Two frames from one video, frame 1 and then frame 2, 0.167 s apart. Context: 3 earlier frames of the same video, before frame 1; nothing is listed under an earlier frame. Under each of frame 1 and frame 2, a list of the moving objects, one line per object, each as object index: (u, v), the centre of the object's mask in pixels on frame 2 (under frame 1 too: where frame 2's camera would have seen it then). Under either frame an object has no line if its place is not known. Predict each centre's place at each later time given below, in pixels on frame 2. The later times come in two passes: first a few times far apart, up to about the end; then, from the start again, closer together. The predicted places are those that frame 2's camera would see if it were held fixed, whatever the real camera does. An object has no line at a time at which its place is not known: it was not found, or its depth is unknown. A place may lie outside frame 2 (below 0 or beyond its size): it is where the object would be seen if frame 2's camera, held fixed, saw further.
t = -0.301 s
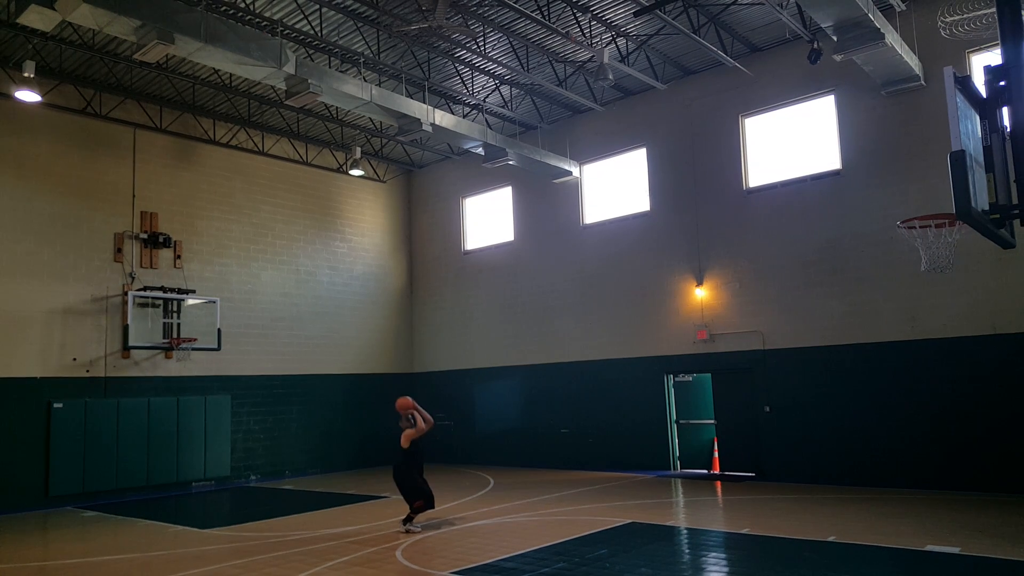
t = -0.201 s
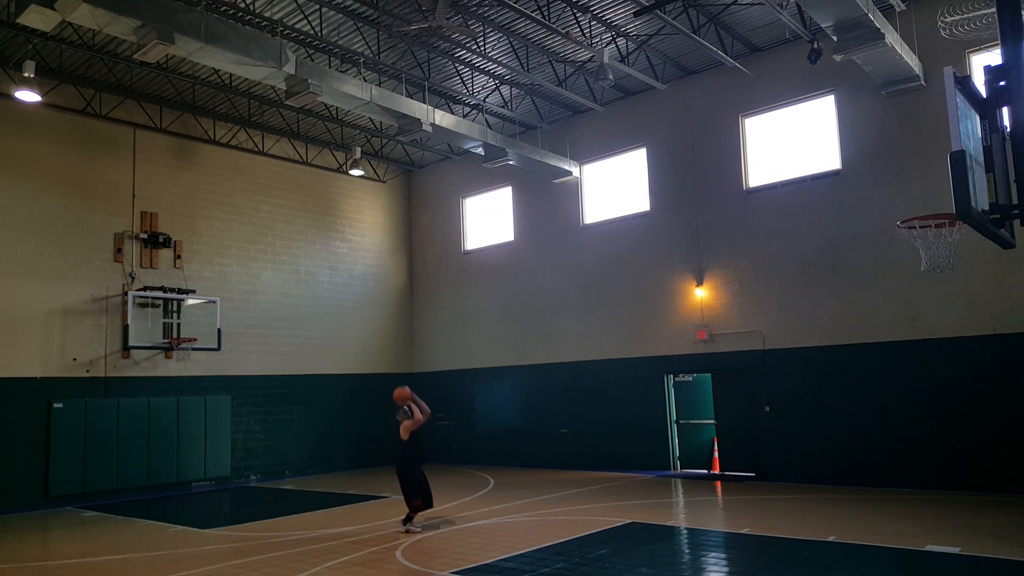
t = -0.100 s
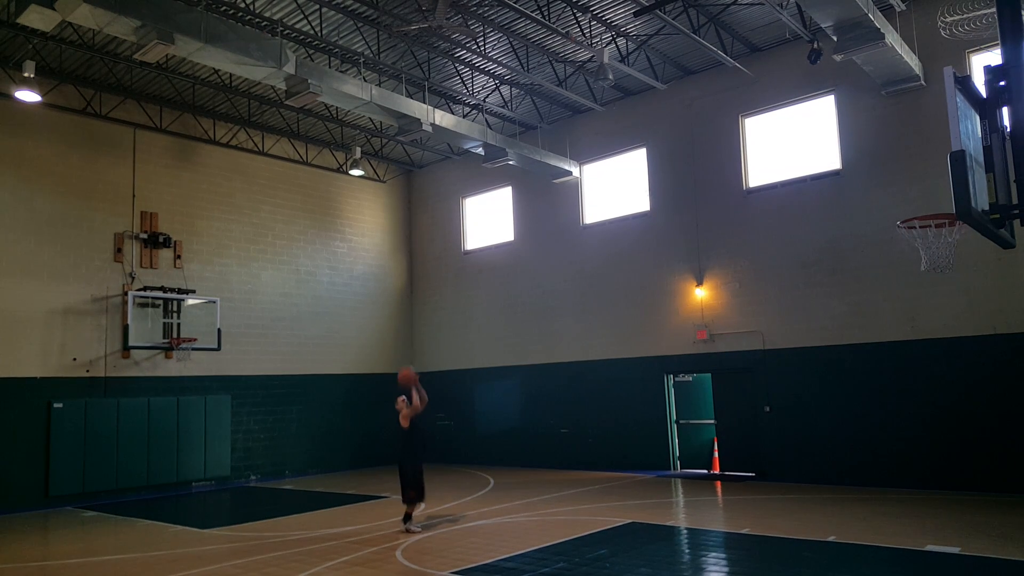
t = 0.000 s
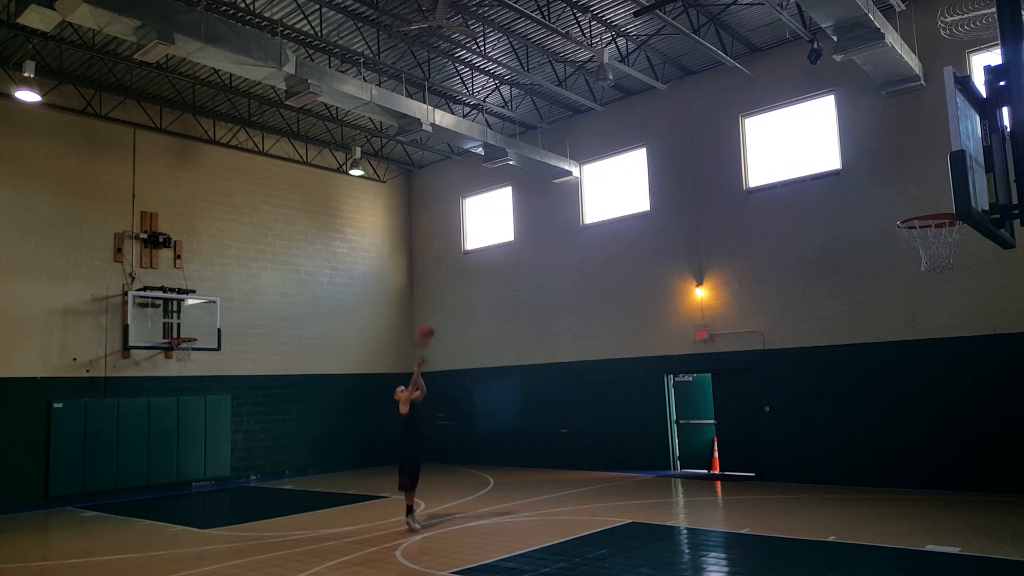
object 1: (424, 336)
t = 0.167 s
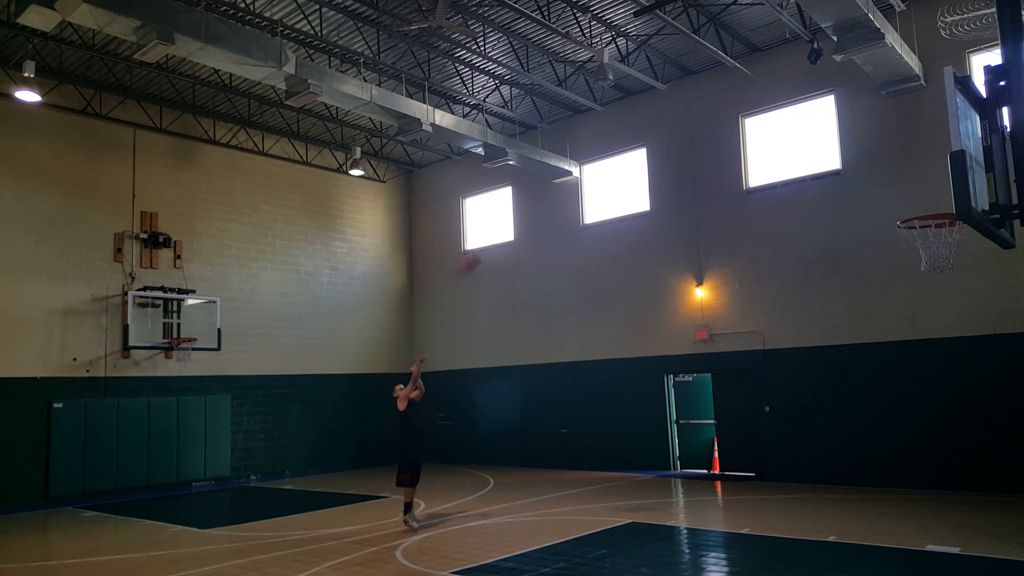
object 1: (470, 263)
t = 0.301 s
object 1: (513, 211)
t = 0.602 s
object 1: (615, 145)
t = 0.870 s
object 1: (731, 141)
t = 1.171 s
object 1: (882, 221)
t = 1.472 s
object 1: (729, 233)
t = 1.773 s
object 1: (621, 321)
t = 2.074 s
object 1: (538, 465)
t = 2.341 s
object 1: (487, 457)
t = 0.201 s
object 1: (482, 246)
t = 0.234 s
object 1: (492, 234)
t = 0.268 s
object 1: (502, 222)
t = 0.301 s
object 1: (513, 211)
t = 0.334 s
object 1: (522, 201)
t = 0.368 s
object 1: (533, 196)
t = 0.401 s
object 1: (543, 186)
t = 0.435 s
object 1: (555, 177)
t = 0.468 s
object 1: (567, 168)
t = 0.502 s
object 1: (578, 160)
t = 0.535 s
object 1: (589, 155)
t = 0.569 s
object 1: (602, 149)
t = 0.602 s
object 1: (615, 145)
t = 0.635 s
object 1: (628, 141)
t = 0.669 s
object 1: (642, 137)
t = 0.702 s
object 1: (657, 136)
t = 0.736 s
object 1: (670, 135)
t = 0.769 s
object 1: (684, 135)
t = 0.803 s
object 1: (700, 136)
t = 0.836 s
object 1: (714, 138)
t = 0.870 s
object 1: (731, 141)
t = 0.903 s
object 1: (750, 146)
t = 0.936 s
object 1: (767, 152)
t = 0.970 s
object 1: (785, 159)
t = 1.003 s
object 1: (804, 168)
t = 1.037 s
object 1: (824, 179)
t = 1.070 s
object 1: (844, 190)
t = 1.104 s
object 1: (863, 201)
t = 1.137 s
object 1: (884, 216)
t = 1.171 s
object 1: (882, 221)
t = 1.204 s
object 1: (863, 218)
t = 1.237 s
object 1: (845, 216)
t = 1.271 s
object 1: (827, 214)
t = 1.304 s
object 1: (808, 215)
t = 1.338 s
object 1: (791, 216)
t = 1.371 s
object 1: (776, 218)
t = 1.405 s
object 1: (759, 223)
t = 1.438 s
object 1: (743, 228)
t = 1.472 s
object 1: (729, 233)
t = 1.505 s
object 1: (716, 240)
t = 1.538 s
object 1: (701, 247)
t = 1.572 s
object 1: (689, 255)
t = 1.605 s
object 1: (676, 264)
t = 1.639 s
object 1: (665, 274)
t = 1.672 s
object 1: (653, 285)
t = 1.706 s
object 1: (642, 296)
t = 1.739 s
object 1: (632, 308)
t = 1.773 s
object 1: (621, 321)
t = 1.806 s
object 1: (611, 334)
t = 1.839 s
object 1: (601, 349)
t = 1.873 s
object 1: (590, 361)
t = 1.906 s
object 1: (580, 375)
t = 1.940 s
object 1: (572, 392)
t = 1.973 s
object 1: (564, 408)
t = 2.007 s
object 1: (555, 426)
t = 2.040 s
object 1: (546, 445)
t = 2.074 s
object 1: (538, 465)
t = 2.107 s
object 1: (531, 484)
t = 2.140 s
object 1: (522, 505)
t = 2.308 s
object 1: (493, 469)
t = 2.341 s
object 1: (487, 457)
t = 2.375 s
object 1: (482, 446)
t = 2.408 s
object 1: (477, 436)
